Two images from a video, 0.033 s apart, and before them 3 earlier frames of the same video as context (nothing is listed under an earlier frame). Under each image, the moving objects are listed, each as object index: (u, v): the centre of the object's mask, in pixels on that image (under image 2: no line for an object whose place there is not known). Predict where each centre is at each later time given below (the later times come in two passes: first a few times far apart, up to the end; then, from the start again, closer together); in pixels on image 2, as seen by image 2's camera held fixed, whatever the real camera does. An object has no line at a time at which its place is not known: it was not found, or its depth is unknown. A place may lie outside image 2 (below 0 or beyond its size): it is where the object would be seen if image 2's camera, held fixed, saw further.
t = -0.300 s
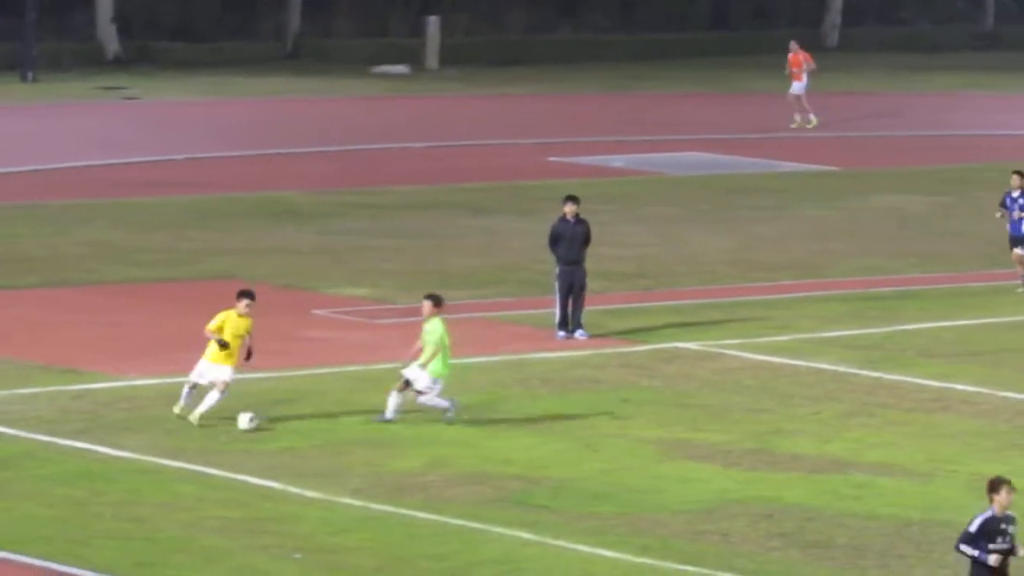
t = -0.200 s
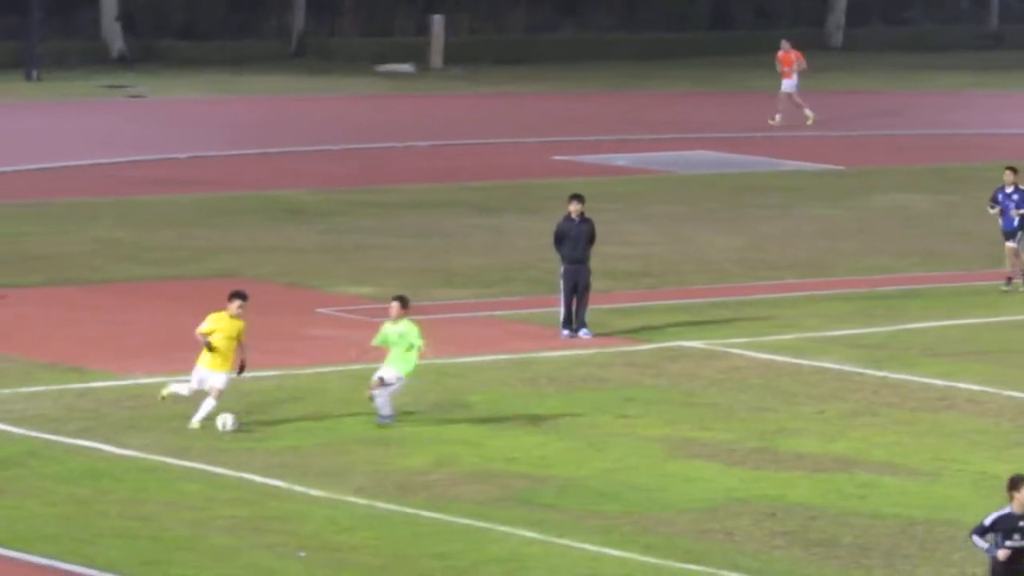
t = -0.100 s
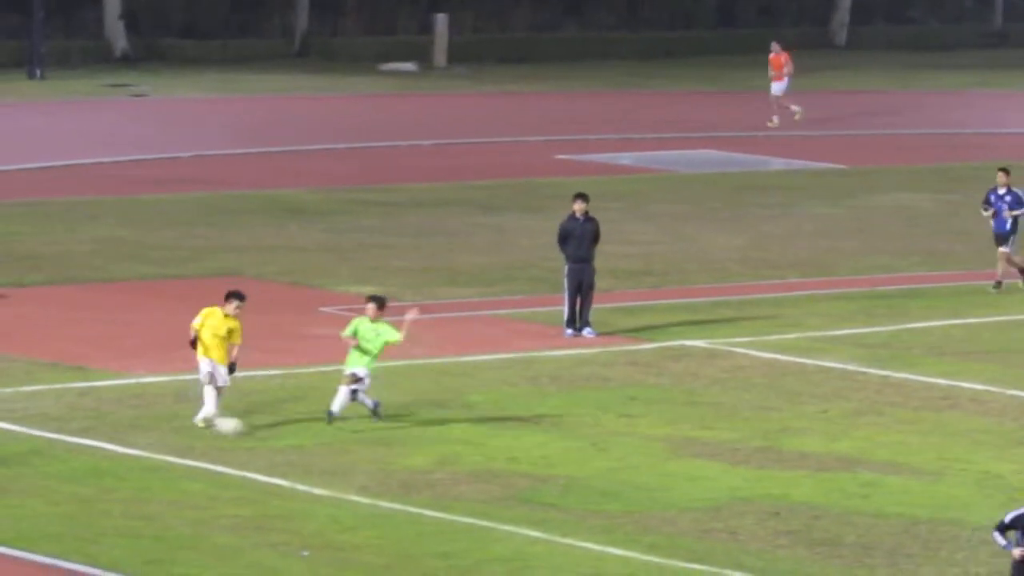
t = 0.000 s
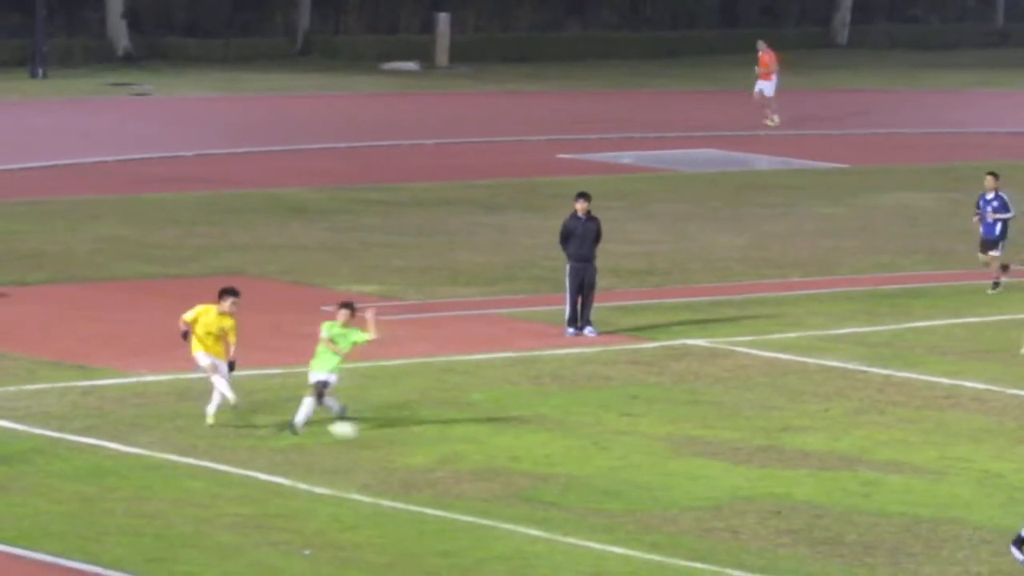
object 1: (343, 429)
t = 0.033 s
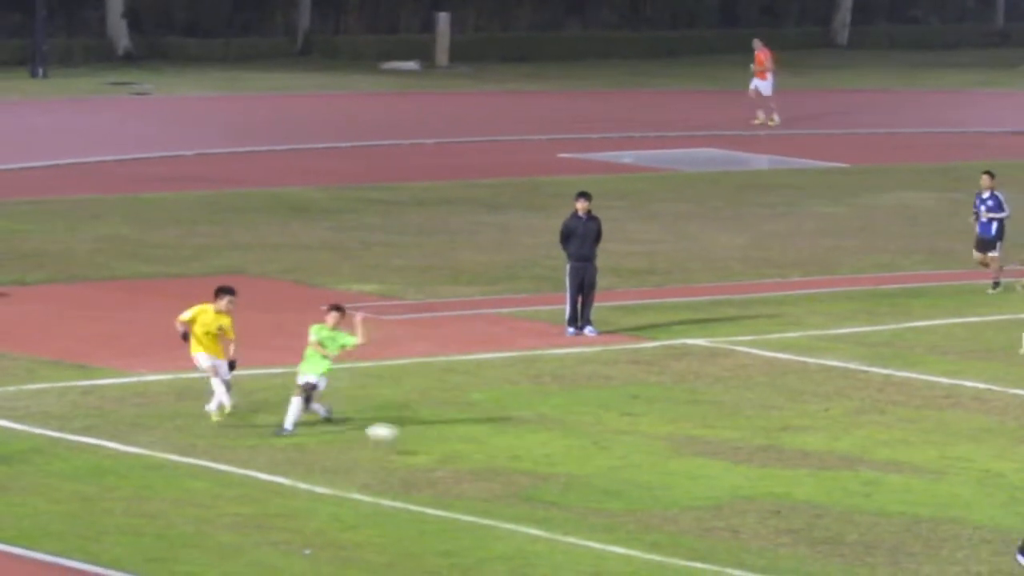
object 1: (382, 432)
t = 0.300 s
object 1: (676, 465)
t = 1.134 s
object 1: (1468, 565)
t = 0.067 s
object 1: (420, 437)
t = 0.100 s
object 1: (458, 443)
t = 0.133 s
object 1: (497, 449)
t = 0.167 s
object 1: (535, 458)
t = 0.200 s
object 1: (574, 467)
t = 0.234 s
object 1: (609, 466)
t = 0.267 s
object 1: (643, 465)
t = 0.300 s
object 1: (676, 465)
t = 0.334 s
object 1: (710, 466)
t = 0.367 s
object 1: (745, 470)
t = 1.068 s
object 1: (1413, 569)
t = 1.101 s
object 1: (1440, 567)
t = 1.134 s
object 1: (1468, 565)
